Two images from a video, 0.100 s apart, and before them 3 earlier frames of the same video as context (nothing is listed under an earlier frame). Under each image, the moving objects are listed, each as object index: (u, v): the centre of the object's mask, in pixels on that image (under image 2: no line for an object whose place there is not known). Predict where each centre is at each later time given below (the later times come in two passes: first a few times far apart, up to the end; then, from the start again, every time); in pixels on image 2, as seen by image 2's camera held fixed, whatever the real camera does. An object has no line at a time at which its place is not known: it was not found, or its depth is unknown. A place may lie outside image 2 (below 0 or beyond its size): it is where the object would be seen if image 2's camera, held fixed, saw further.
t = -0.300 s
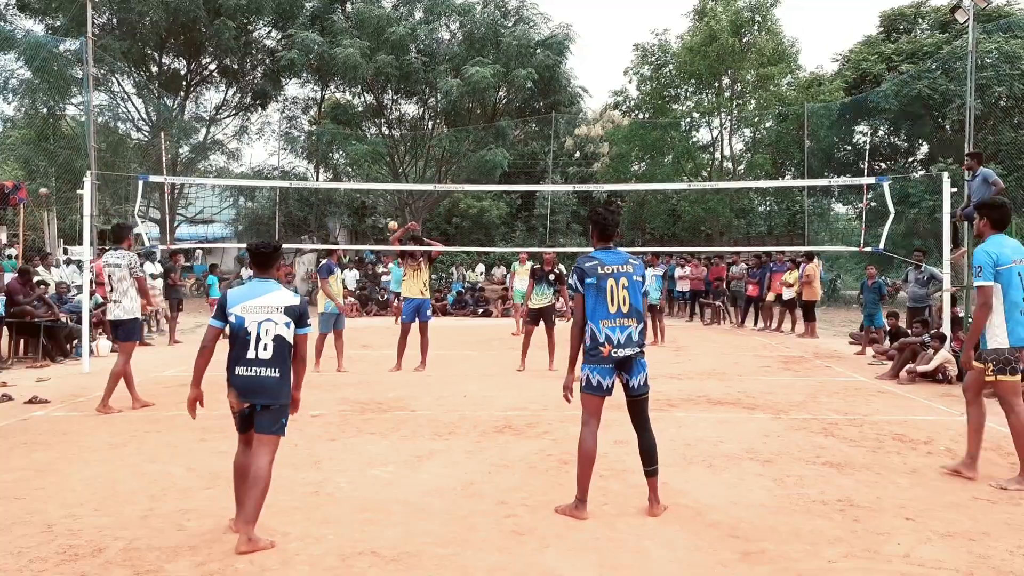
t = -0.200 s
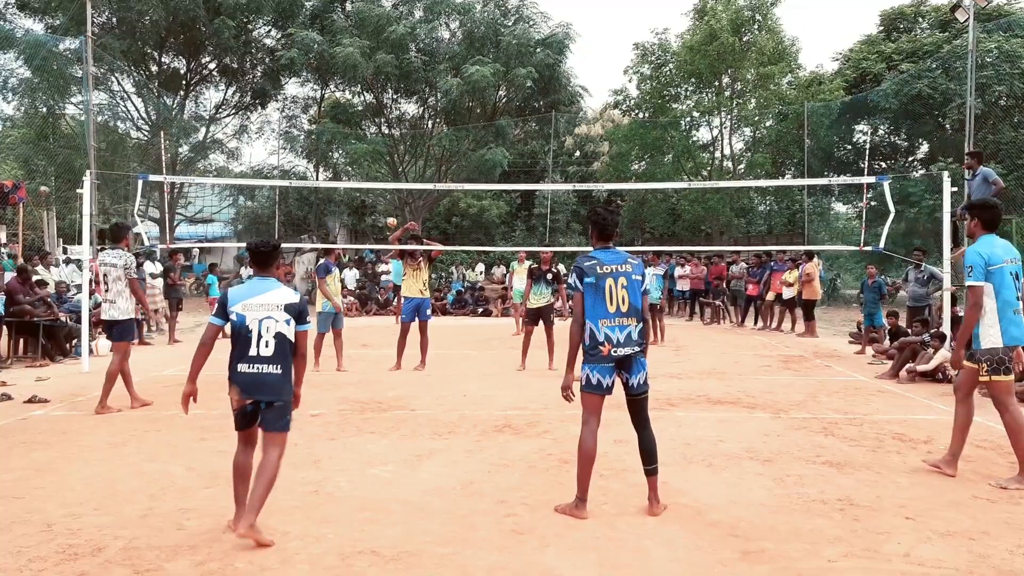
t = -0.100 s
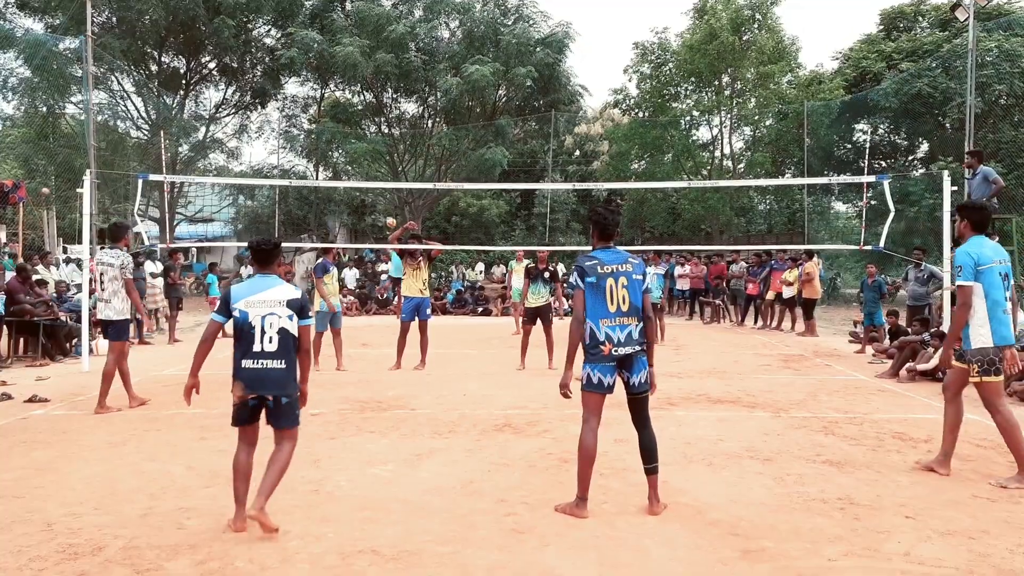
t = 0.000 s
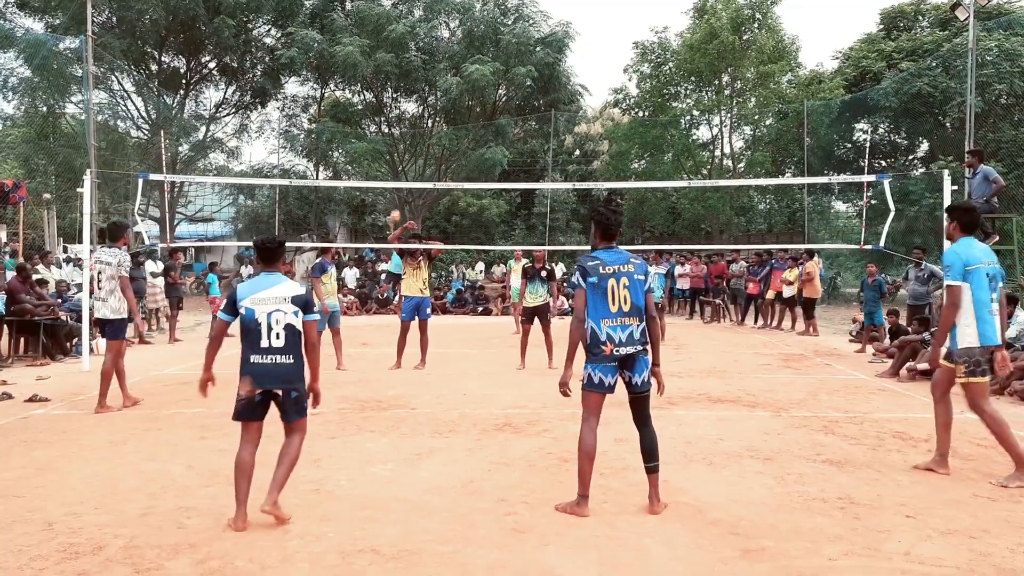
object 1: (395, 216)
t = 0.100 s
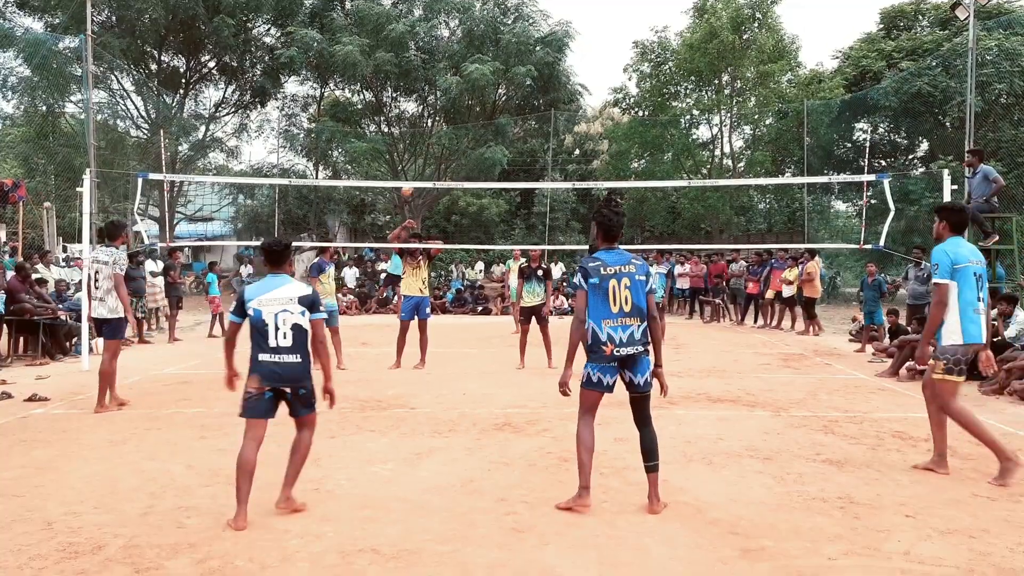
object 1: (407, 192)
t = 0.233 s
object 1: (426, 159)
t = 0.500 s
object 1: (471, 117)
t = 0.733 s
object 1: (521, 113)
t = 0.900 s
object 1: (565, 135)
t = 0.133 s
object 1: (412, 178)
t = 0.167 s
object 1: (416, 173)
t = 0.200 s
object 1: (421, 166)
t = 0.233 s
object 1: (426, 159)
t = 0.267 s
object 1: (431, 152)
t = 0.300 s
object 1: (436, 146)
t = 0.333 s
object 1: (442, 139)
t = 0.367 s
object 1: (447, 134)
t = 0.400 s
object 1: (453, 129)
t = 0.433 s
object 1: (459, 124)
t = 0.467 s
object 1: (465, 120)
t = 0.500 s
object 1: (471, 117)
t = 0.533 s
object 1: (478, 115)
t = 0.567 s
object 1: (484, 113)
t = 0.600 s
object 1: (491, 112)
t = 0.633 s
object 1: (498, 111)
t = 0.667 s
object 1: (506, 111)
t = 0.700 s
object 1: (513, 112)
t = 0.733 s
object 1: (521, 113)
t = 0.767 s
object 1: (529, 116)
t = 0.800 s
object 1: (538, 119)
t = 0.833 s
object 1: (547, 123)
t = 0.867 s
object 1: (556, 129)
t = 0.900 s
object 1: (565, 135)
